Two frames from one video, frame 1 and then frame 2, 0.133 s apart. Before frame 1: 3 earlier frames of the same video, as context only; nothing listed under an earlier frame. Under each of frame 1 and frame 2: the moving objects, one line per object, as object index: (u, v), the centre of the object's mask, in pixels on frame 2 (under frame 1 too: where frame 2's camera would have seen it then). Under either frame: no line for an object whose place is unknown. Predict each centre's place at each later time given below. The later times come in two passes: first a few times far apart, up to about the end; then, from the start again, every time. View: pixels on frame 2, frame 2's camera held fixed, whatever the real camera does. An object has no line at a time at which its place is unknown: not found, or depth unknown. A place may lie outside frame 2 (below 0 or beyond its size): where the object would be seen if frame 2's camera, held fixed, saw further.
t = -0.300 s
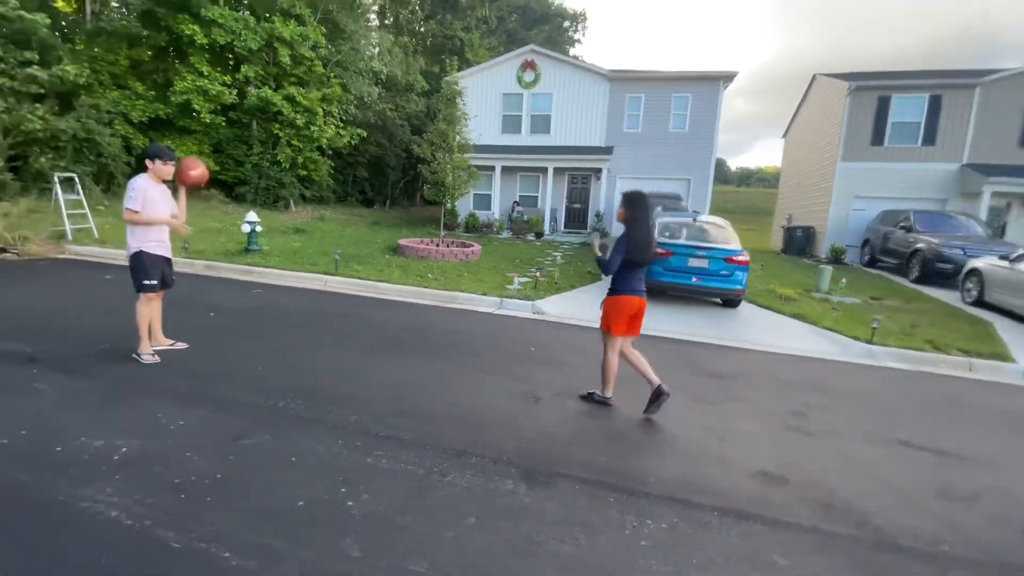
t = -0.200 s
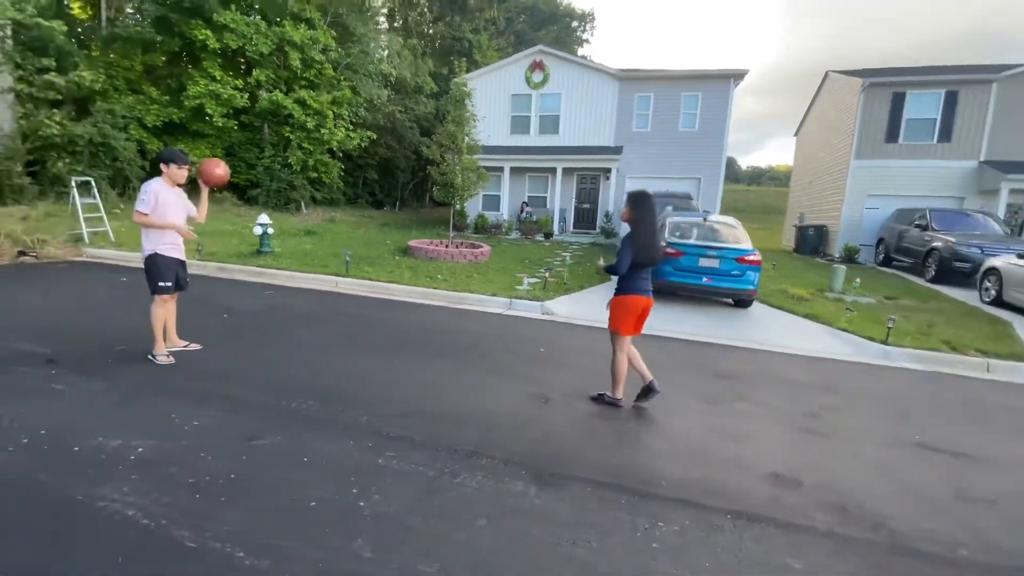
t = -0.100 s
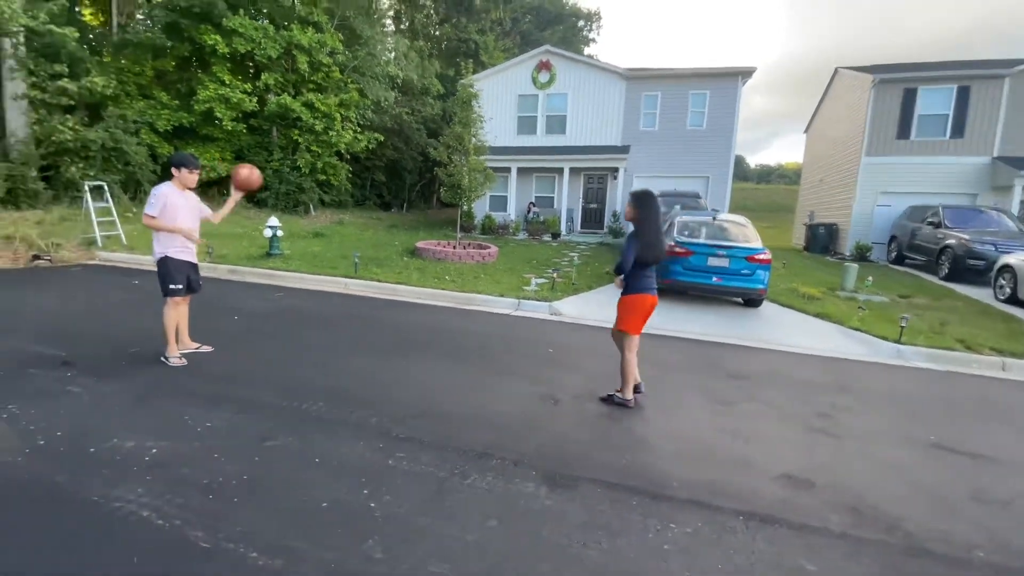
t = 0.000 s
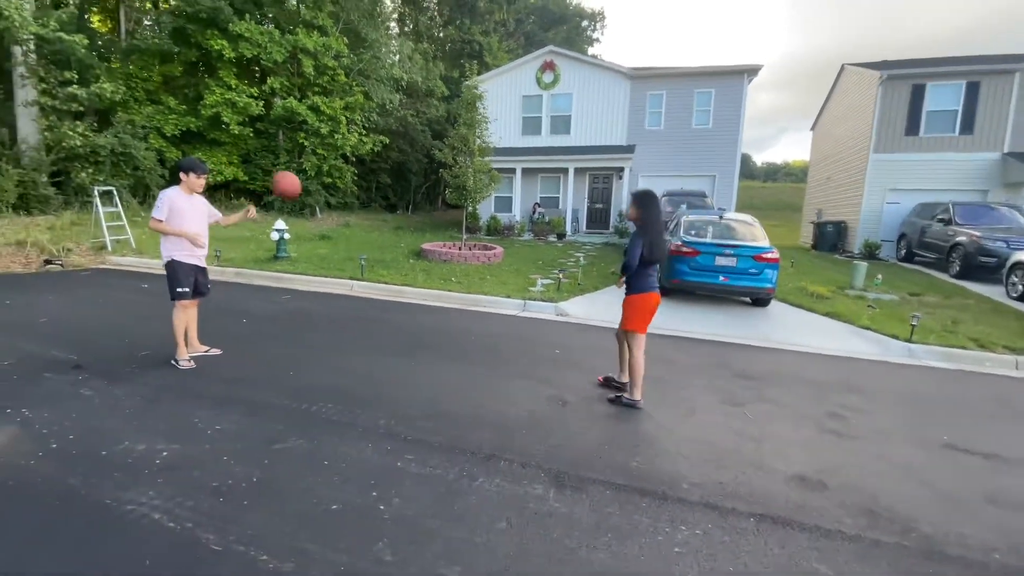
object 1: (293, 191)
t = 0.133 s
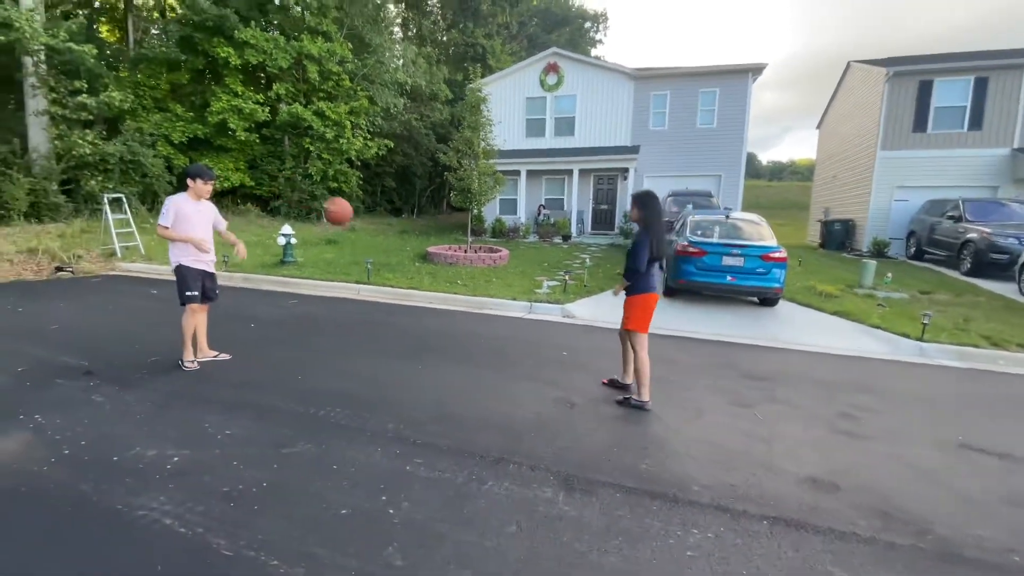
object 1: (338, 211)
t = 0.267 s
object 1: (386, 255)
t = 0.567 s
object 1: (481, 330)
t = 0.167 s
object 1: (349, 220)
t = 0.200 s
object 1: (362, 230)
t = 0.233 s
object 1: (374, 242)
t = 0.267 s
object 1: (386, 255)
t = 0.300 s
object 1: (399, 269)
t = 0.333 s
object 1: (410, 283)
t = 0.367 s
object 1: (422, 301)
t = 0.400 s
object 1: (433, 317)
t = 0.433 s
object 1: (445, 335)
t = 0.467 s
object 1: (457, 356)
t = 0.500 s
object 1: (466, 357)
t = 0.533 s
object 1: (474, 342)
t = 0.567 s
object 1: (481, 330)
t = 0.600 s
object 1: (488, 318)
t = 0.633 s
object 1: (495, 307)
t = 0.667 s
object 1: (502, 298)
